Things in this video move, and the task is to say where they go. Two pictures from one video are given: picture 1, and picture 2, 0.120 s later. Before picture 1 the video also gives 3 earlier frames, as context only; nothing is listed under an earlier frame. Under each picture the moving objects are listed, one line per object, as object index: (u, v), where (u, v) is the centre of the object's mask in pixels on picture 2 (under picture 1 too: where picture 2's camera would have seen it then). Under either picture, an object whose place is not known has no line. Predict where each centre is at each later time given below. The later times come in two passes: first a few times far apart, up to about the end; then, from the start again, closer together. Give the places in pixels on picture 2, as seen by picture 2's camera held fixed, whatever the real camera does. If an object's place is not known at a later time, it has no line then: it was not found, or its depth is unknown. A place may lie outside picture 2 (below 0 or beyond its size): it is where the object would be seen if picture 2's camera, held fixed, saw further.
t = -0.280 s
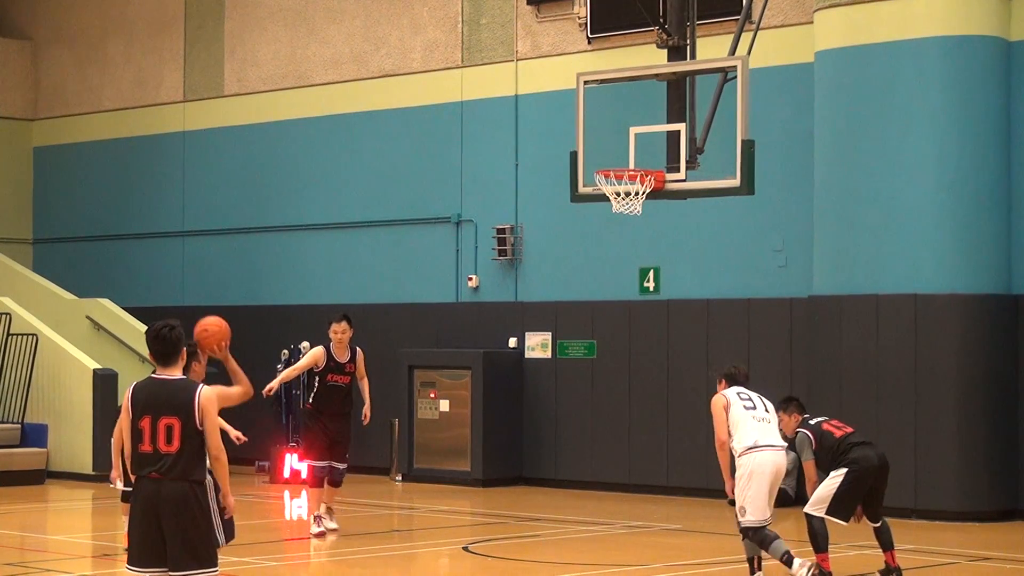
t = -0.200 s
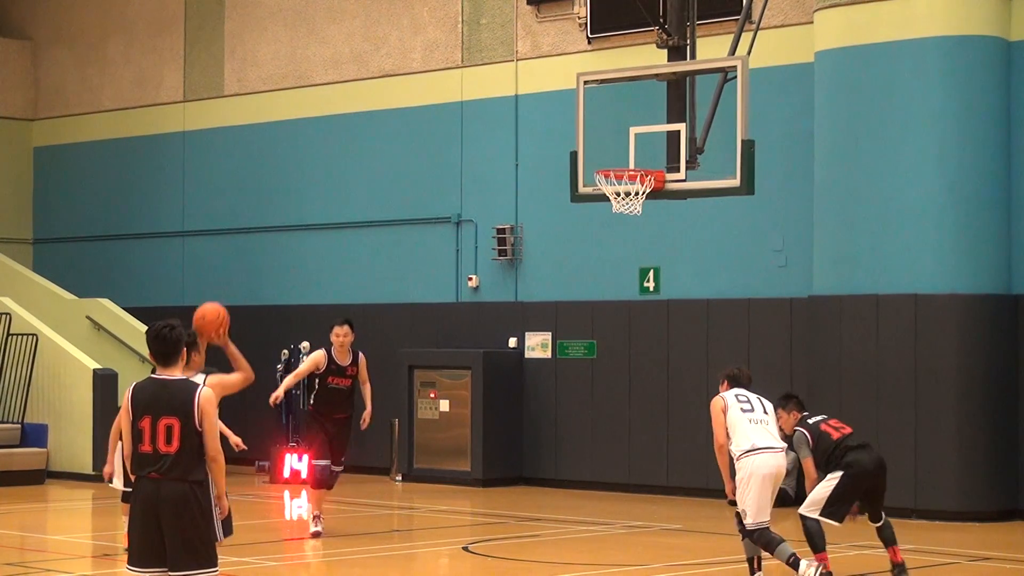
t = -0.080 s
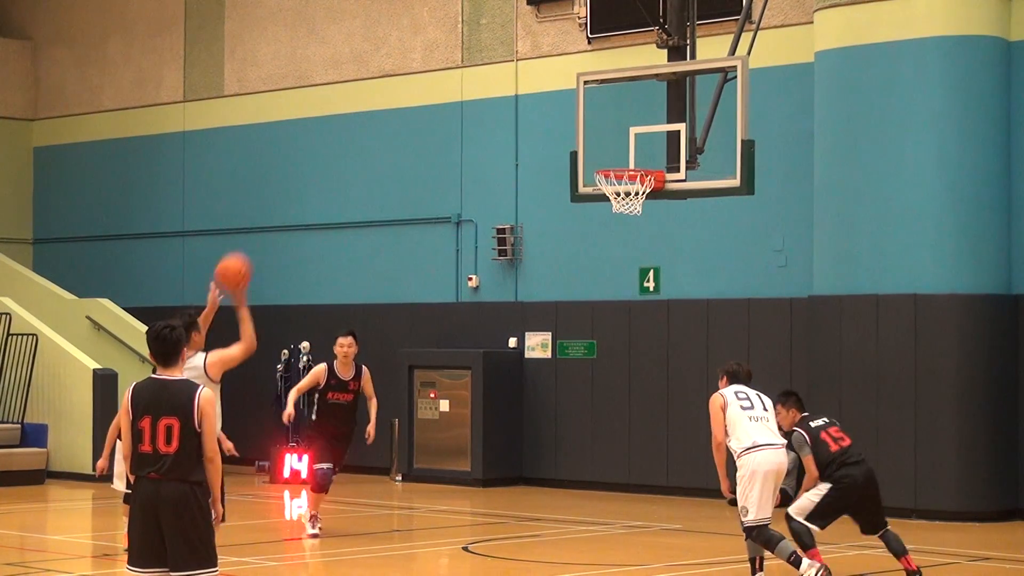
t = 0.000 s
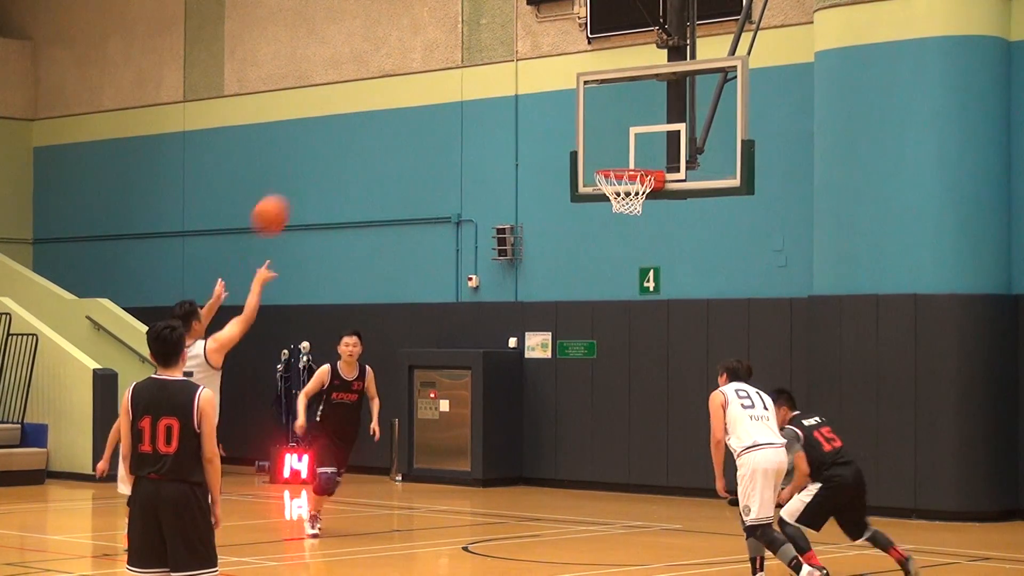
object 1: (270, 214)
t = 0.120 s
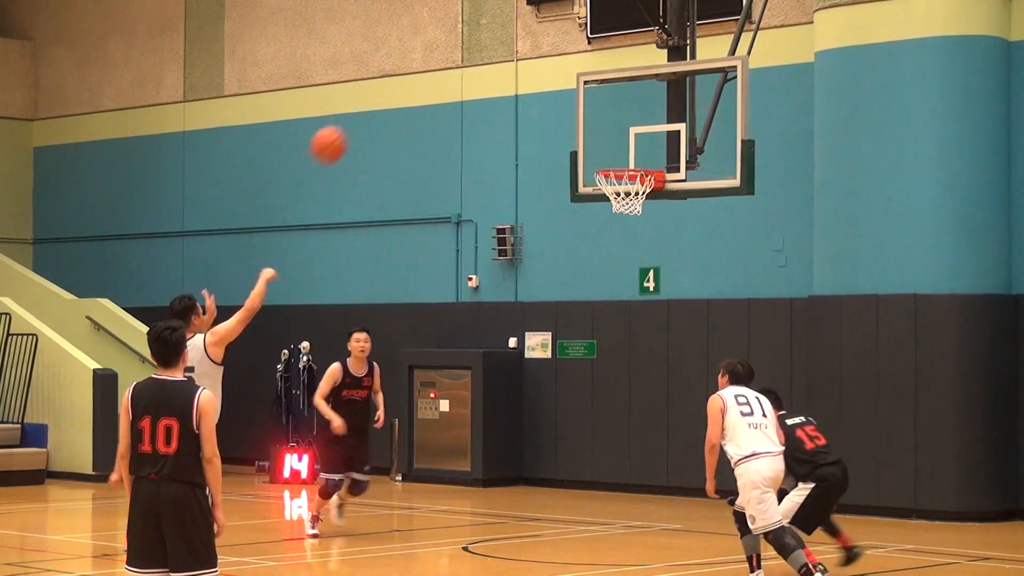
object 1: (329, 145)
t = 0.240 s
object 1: (383, 96)
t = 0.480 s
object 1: (483, 61)
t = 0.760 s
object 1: (588, 109)
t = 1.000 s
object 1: (633, 160)
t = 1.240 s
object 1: (594, 148)
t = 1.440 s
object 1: (565, 178)
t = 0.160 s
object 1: (347, 127)
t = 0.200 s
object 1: (365, 110)
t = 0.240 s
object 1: (383, 96)
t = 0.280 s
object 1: (400, 85)
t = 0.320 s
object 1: (418, 76)
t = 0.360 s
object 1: (434, 68)
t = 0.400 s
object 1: (451, 63)
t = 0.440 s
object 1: (467, 61)
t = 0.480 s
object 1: (483, 61)
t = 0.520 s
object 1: (499, 62)
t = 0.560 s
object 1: (514, 65)
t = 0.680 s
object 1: (559, 86)
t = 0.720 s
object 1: (573, 97)
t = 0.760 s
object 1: (588, 109)
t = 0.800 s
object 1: (602, 123)
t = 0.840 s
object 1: (615, 139)
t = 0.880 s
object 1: (628, 155)
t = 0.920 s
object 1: (635, 158)
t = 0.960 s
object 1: (640, 162)
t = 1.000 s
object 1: (633, 160)
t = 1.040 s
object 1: (624, 158)
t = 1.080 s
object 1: (617, 156)
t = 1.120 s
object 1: (611, 152)
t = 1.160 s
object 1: (606, 149)
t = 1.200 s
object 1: (600, 148)
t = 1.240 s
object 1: (594, 148)
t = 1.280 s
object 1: (588, 150)
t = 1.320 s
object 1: (582, 155)
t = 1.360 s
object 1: (576, 161)
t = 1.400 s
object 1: (570, 168)
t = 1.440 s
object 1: (565, 178)
